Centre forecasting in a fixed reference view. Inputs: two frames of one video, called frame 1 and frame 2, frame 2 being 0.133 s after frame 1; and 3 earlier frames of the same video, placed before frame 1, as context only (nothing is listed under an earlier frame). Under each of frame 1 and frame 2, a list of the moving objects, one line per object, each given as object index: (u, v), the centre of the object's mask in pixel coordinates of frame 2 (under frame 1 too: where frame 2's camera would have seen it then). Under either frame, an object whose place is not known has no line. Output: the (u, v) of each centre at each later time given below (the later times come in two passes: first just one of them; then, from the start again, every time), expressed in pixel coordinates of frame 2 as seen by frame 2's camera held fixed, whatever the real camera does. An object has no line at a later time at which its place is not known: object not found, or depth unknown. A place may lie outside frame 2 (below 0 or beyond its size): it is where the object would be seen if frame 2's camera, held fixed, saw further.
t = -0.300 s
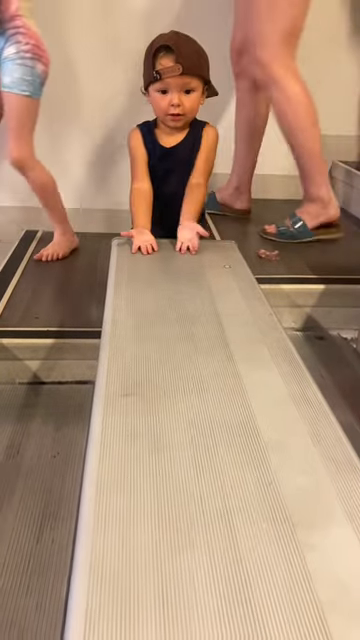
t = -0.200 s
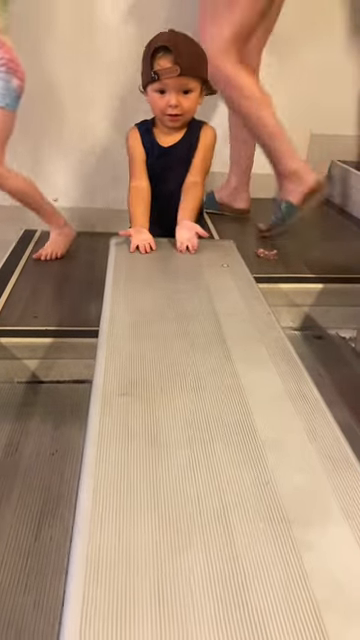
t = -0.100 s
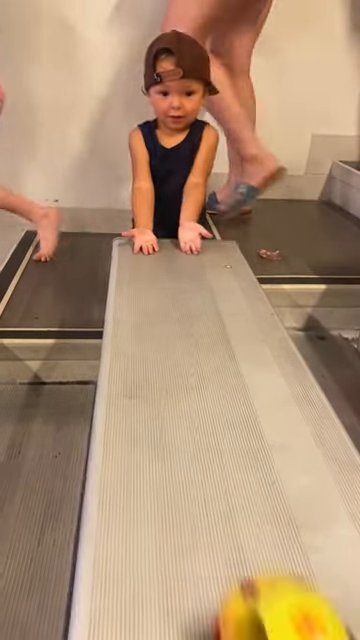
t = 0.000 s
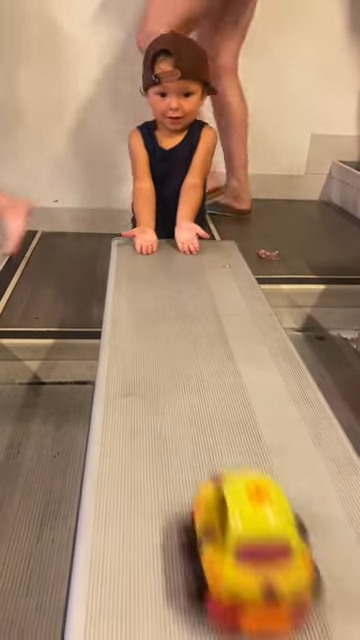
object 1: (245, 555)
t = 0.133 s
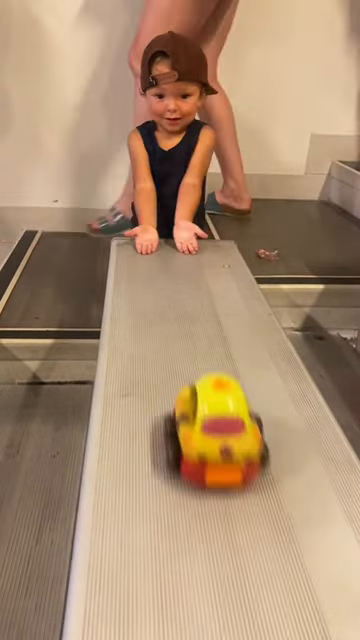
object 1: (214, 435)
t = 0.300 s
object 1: (194, 344)
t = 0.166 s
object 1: (209, 412)
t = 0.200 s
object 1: (204, 393)
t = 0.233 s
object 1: (200, 374)
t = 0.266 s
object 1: (197, 359)
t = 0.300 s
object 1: (194, 344)
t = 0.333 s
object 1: (191, 330)
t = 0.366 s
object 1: (189, 318)
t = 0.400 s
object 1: (187, 306)
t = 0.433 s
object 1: (185, 296)
